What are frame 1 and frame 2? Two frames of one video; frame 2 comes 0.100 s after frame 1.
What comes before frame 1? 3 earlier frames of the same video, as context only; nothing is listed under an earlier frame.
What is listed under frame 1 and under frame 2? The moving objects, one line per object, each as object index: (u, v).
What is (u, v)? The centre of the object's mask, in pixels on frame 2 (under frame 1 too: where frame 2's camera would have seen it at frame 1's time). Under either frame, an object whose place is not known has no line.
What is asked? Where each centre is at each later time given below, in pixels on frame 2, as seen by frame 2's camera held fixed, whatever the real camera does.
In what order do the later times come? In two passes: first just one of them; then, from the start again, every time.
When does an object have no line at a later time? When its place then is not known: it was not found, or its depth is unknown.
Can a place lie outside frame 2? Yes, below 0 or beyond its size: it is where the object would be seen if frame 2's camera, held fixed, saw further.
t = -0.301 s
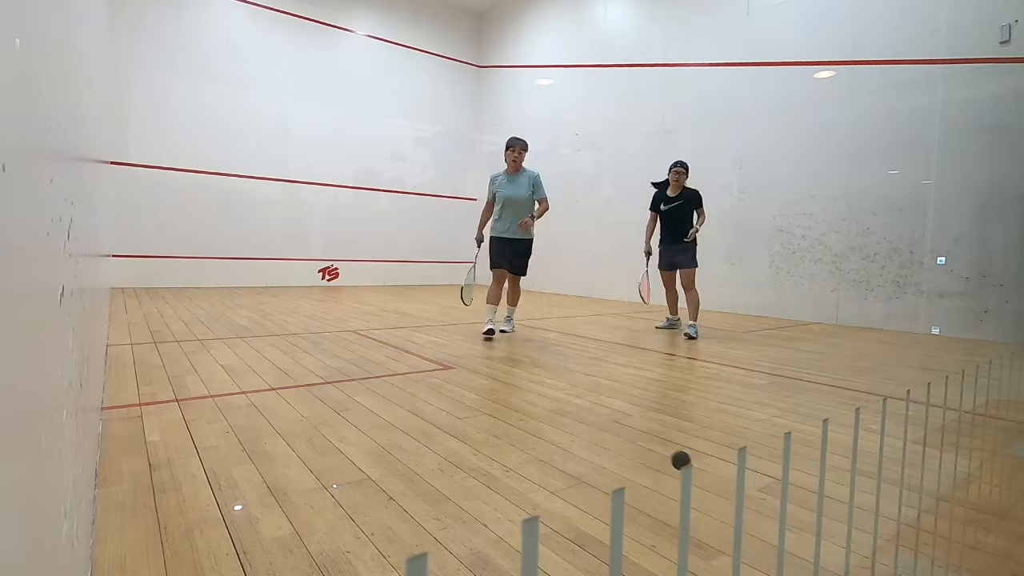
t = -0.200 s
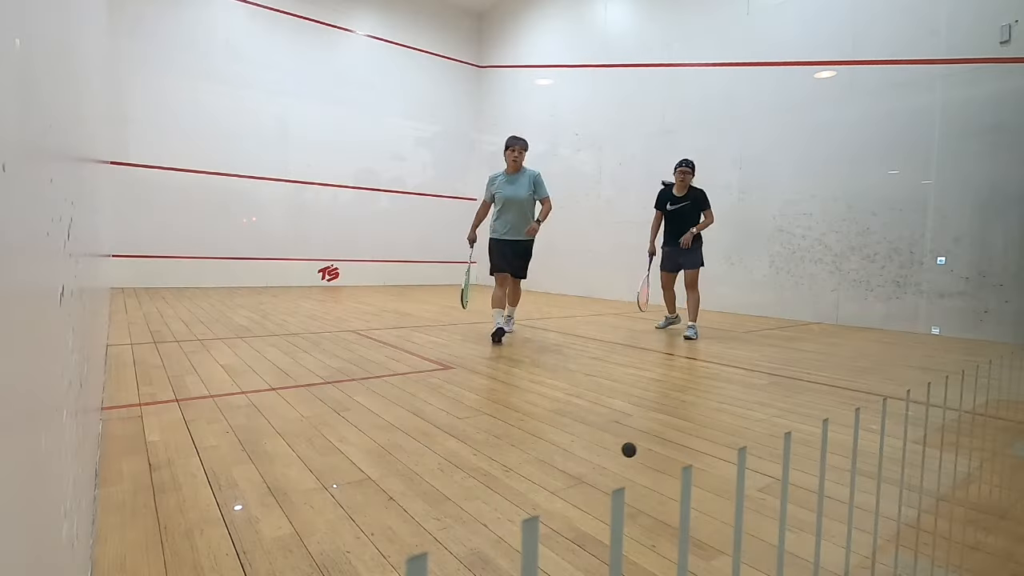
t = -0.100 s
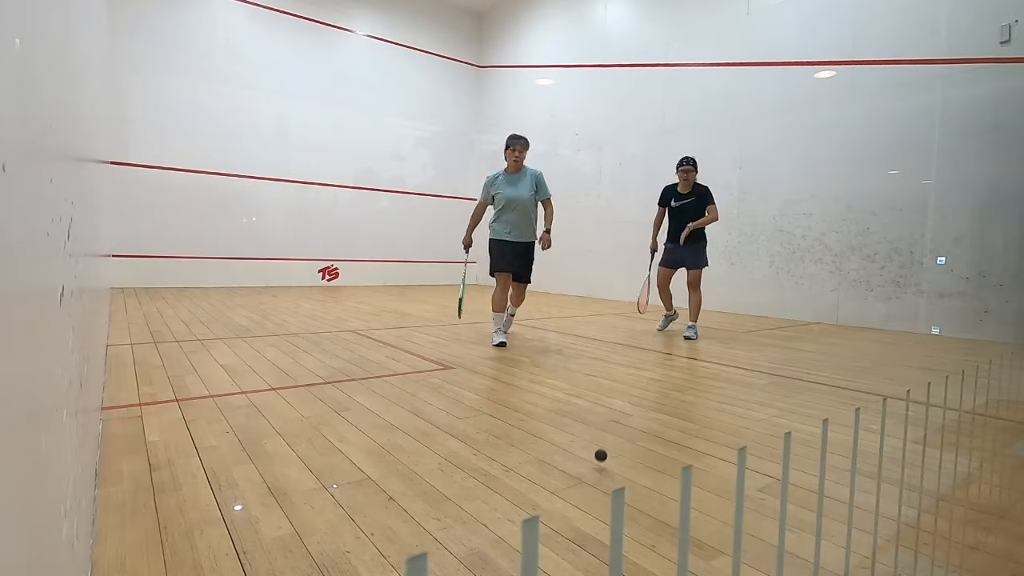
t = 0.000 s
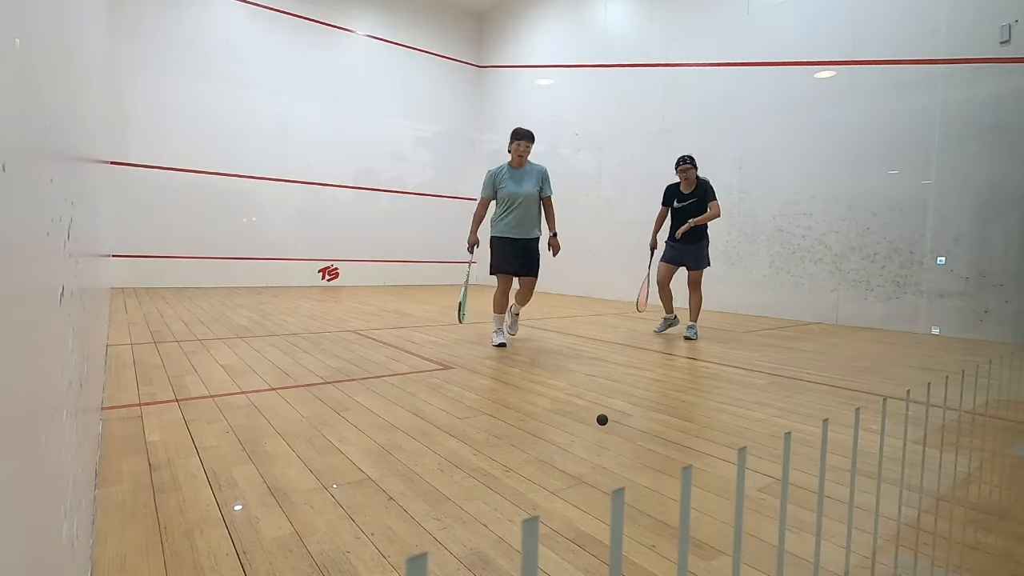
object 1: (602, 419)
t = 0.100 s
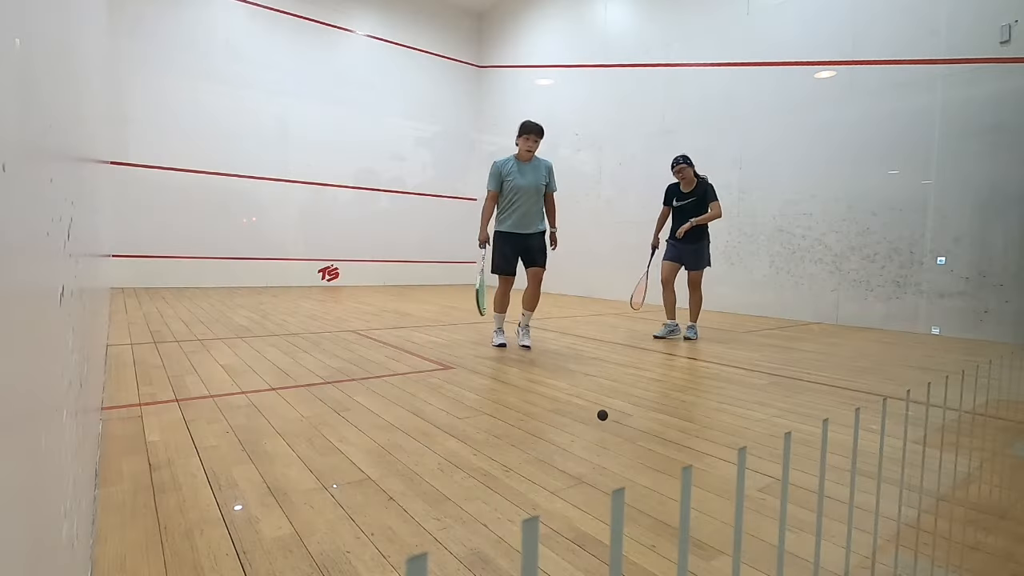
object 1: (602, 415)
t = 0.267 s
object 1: (601, 407)
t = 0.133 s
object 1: (602, 419)
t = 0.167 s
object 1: (602, 426)
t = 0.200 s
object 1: (602, 420)
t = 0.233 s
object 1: (602, 412)
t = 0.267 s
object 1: (601, 407)
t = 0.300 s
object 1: (601, 404)
